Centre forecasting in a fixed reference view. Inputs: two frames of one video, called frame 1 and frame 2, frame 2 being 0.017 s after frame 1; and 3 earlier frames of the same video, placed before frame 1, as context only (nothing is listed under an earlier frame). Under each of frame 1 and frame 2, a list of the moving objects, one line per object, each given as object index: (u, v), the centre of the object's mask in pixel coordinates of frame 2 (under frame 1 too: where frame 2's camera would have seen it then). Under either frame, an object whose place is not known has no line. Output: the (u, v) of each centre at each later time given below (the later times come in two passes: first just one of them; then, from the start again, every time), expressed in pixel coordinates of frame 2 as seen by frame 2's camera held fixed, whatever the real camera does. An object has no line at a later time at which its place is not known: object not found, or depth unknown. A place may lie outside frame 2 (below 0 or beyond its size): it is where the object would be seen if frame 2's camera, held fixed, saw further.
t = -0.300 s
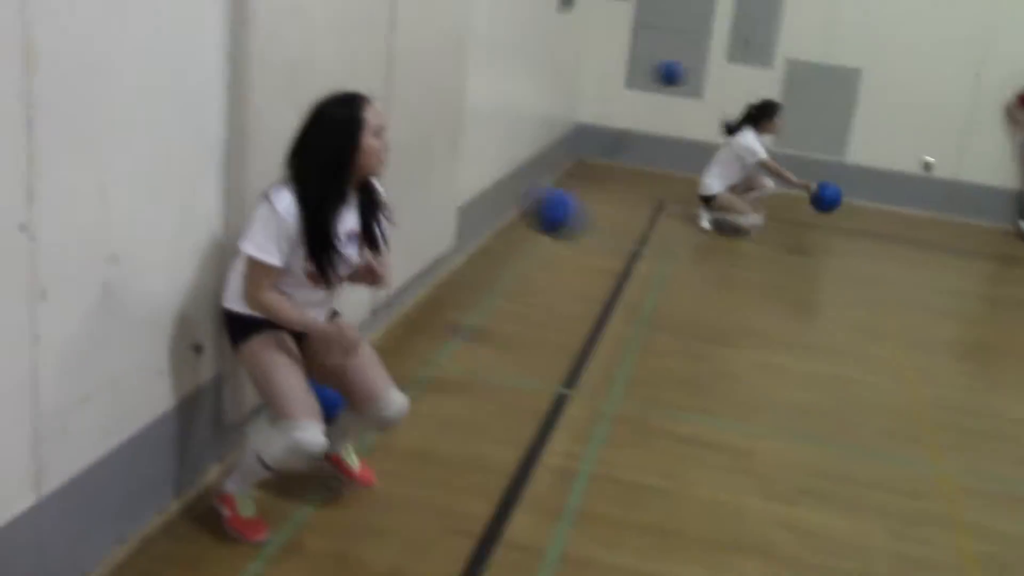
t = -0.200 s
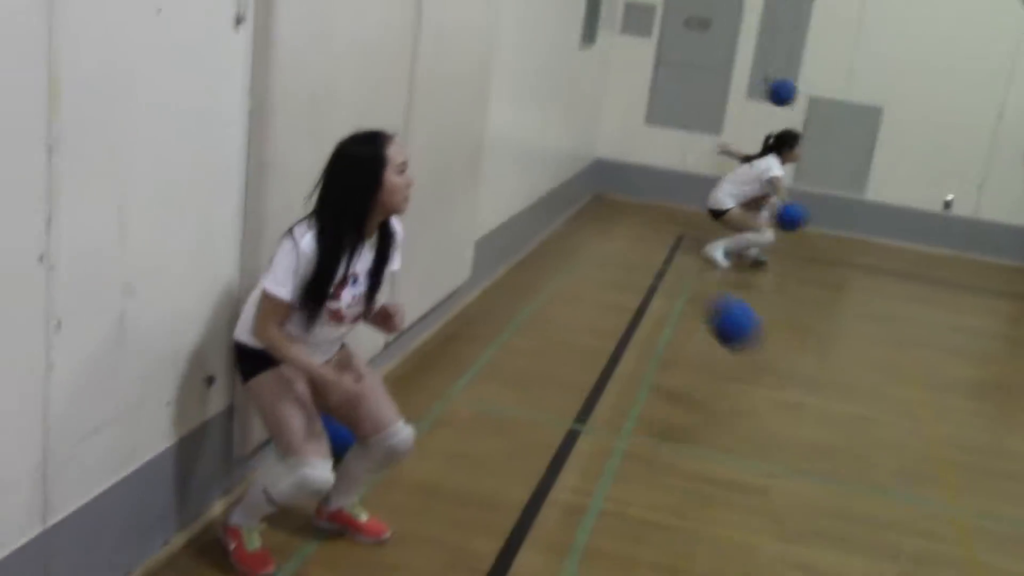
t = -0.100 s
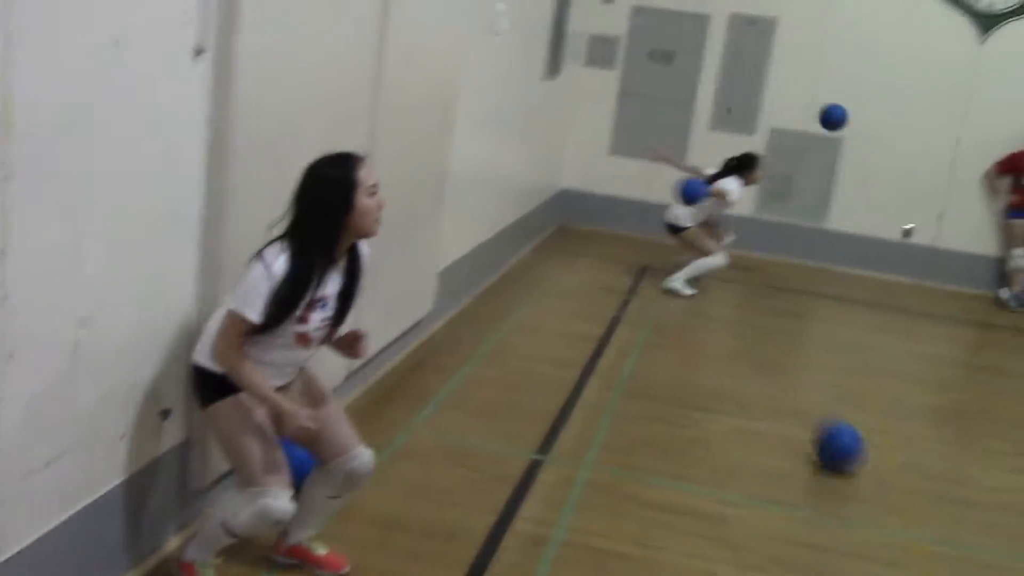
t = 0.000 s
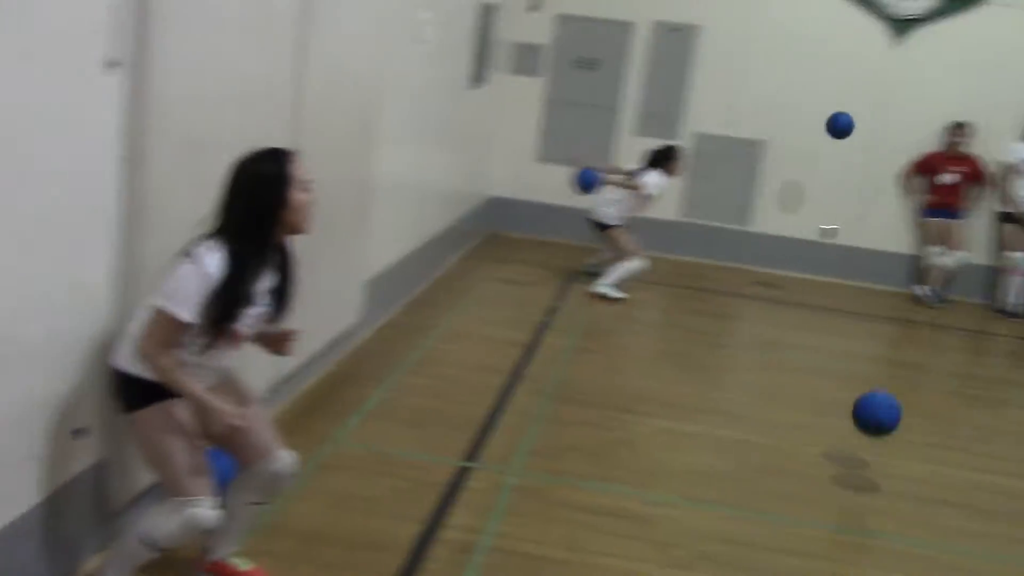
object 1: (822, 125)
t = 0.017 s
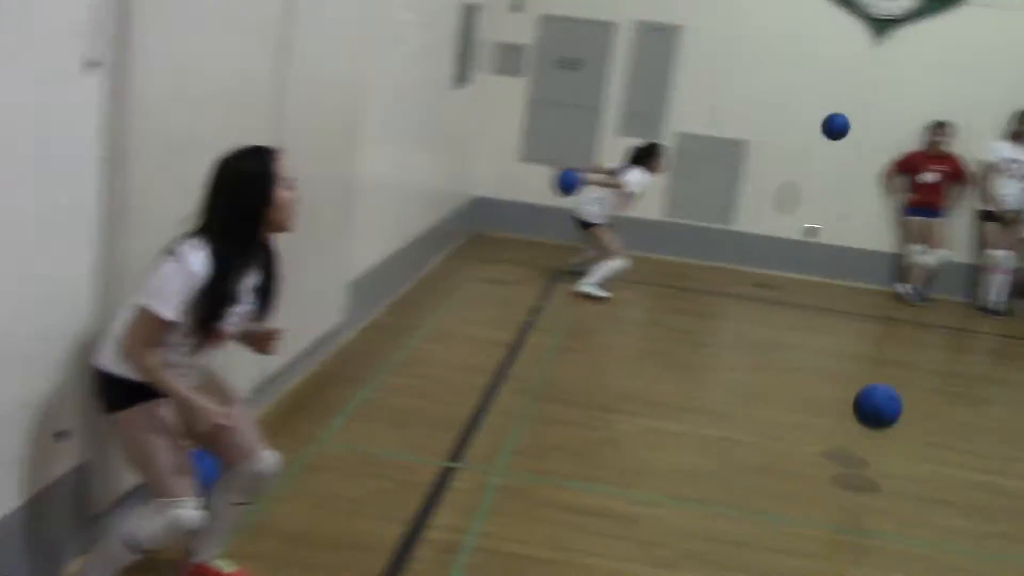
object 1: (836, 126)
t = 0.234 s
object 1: (1013, 177)
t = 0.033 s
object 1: (850, 128)
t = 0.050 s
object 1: (863, 131)
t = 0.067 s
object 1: (877, 134)
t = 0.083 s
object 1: (891, 136)
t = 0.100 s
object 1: (905, 140)
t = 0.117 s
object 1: (919, 143)
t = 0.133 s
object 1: (933, 147)
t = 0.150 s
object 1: (946, 152)
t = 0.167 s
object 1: (960, 156)
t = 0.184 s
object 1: (973, 162)
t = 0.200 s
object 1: (985, 167)
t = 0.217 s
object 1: (999, 173)
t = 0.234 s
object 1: (1013, 177)
